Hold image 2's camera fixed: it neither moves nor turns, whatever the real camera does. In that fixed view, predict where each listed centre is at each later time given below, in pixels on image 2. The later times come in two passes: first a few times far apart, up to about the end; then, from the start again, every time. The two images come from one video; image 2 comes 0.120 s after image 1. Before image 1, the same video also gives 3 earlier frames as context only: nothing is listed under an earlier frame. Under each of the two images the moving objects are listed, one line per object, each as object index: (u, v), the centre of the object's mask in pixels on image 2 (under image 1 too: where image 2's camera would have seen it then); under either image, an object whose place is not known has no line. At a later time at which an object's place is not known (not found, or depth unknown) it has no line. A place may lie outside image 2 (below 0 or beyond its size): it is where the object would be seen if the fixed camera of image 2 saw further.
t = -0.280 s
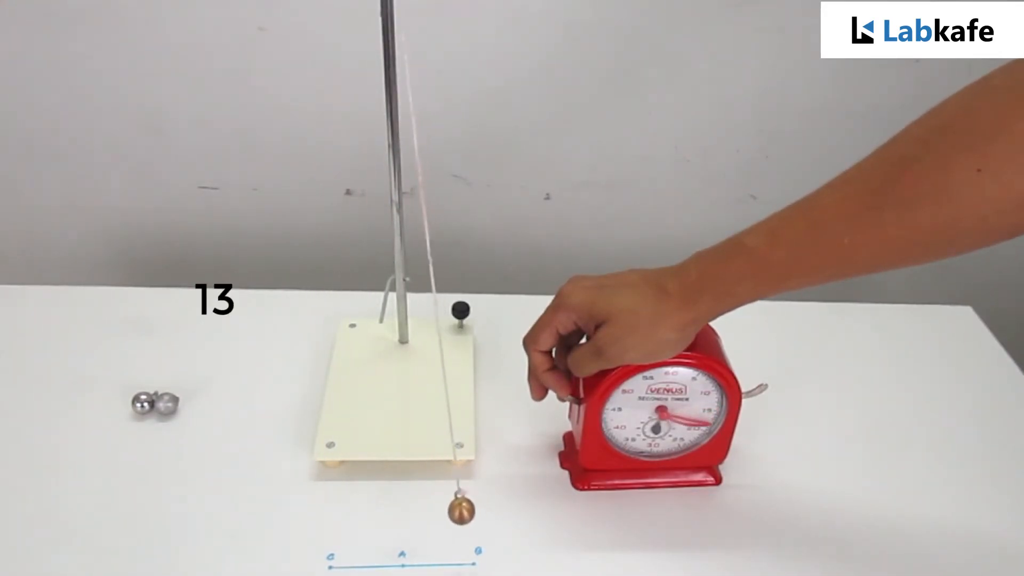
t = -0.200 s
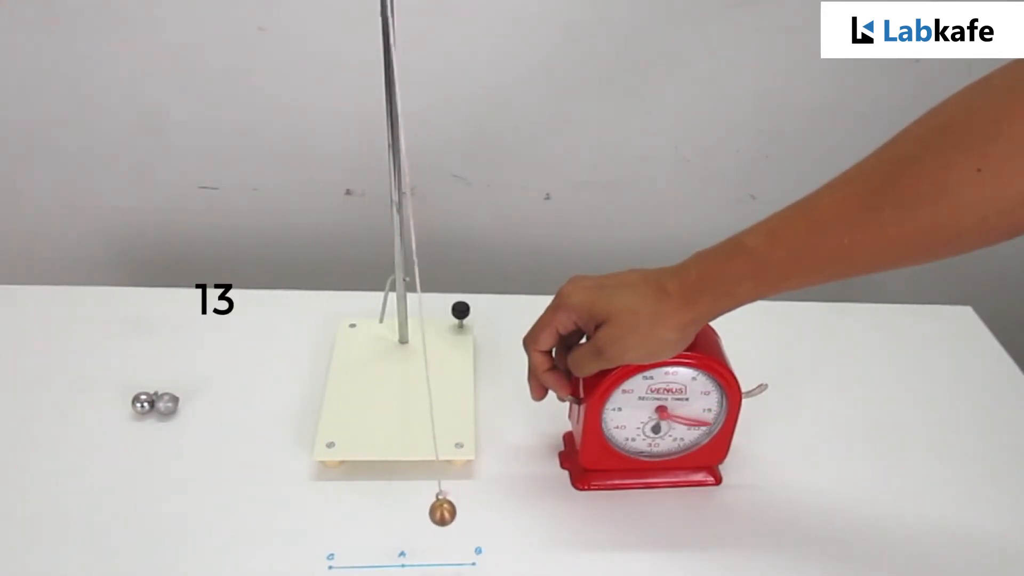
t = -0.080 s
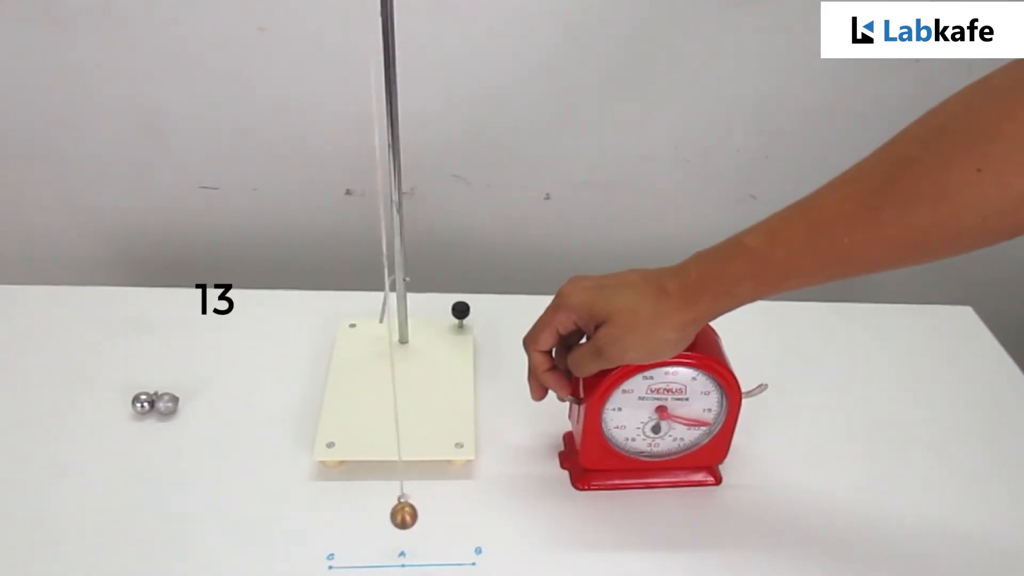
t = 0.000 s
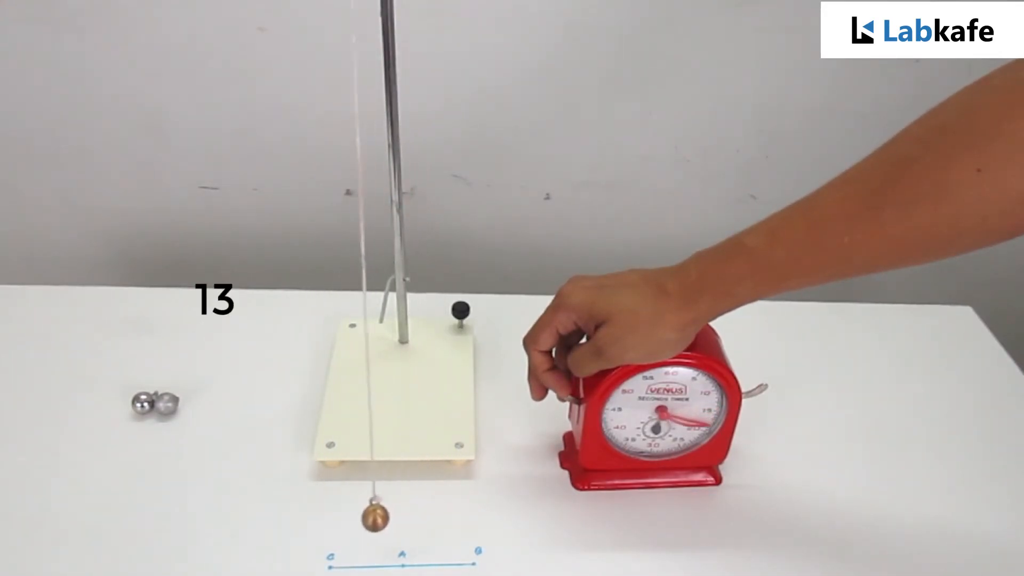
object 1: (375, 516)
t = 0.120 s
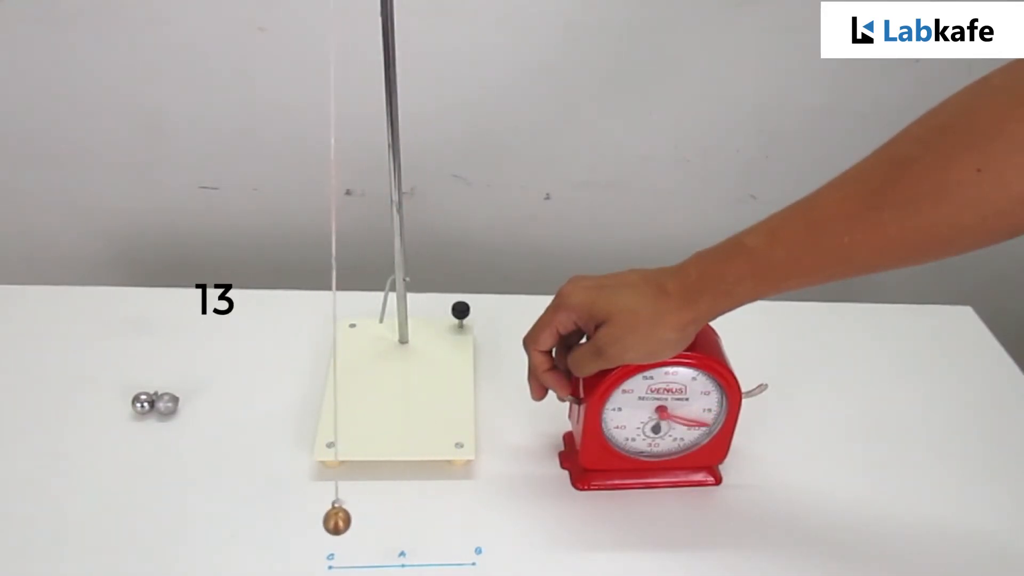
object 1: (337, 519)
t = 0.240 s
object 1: (313, 522)
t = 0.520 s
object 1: (342, 526)
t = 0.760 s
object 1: (424, 520)
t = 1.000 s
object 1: (473, 510)
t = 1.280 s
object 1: (429, 511)
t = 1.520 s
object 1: (347, 518)
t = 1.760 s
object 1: (310, 524)
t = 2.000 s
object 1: (357, 526)
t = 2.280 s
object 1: (449, 516)
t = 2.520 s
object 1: (470, 509)
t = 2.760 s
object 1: (414, 513)
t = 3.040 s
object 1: (326, 521)
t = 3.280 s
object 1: (318, 526)
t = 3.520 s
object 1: (386, 524)
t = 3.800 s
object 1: (466, 512)
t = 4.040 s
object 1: (457, 509)
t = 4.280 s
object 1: (384, 515)
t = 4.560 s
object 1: (313, 523)
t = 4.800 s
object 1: (337, 526)
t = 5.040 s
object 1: (416, 521)
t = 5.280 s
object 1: (470, 511)
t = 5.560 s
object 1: (435, 511)
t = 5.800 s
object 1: (356, 518)
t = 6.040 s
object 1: (312, 524)
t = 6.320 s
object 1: (362, 526)
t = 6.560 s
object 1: (442, 517)
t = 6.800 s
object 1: (470, 509)
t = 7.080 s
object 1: (408, 513)
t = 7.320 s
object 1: (332, 521)
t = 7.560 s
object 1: (316, 526)
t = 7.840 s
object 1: (392, 524)
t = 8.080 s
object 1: (461, 513)
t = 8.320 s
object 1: (461, 509)
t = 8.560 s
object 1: (393, 515)
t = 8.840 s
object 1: (317, 523)
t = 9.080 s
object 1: (332, 526)
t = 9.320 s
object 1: (407, 522)
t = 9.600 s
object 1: (470, 510)
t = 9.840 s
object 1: (441, 510)
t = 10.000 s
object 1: (391, 515)
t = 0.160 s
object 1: (327, 520)
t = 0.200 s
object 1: (319, 521)
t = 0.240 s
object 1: (313, 522)
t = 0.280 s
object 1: (310, 523)
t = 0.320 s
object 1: (309, 523)
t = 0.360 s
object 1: (311, 524)
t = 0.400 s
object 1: (316, 525)
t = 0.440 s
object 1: (322, 526)
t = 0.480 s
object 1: (331, 526)
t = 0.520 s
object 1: (342, 526)
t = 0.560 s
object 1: (355, 526)
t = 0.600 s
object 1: (368, 525)
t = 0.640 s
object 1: (382, 524)
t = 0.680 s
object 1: (397, 523)
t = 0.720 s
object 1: (411, 522)
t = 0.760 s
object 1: (424, 520)
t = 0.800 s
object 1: (437, 518)
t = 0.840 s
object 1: (448, 516)
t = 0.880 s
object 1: (457, 514)
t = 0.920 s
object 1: (465, 513)
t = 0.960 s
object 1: (470, 511)
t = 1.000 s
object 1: (473, 510)
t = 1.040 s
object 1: (473, 509)
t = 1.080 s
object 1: (471, 509)
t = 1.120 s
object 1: (467, 509)
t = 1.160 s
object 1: (460, 509)
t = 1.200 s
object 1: (451, 510)
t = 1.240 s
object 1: (441, 511)
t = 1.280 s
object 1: (429, 511)
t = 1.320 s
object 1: (416, 513)
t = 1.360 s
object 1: (402, 514)
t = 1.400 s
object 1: (388, 515)
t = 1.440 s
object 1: (374, 516)
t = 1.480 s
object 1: (360, 517)
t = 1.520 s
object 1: (347, 518)
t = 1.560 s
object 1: (336, 519)
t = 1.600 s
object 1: (326, 520)
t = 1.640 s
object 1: (319, 521)
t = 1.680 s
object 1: (313, 522)
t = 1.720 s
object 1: (310, 523)
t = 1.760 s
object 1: (310, 524)
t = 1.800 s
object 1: (312, 525)
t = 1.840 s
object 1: (317, 525)
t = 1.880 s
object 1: (324, 526)
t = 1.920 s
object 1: (333, 526)
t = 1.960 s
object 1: (344, 526)
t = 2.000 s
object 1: (357, 526)
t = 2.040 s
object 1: (370, 525)
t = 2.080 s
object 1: (384, 524)
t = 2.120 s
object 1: (399, 523)
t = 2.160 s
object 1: (413, 522)
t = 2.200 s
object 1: (426, 520)
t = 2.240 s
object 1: (438, 518)
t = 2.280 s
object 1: (449, 516)
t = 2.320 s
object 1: (458, 514)
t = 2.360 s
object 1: (465, 512)
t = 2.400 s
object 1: (470, 511)
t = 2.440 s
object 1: (472, 510)
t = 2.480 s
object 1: (472, 509)
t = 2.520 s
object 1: (470, 509)
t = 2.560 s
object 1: (465, 509)
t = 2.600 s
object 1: (458, 509)
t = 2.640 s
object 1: (450, 510)
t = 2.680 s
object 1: (439, 510)
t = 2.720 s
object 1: (427, 512)
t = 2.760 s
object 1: (414, 513)
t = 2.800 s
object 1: (400, 514)
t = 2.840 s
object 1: (386, 515)
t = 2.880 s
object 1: (372, 516)
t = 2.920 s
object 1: (359, 518)
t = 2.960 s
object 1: (346, 519)
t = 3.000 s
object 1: (335, 520)
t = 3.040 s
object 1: (326, 521)
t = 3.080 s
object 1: (318, 522)
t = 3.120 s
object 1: (313, 522)
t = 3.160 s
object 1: (311, 523)
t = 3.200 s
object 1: (311, 524)
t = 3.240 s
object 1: (313, 525)
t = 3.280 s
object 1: (318, 526)
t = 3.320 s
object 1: (325, 526)
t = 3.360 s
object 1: (335, 526)
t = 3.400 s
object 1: (346, 526)
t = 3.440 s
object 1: (359, 526)
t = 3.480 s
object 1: (372, 525)
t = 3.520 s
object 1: (386, 524)
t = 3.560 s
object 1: (400, 523)
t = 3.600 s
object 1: (414, 521)
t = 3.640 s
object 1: (427, 519)
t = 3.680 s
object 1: (440, 518)
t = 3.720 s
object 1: (450, 515)
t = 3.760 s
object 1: (459, 514)
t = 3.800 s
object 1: (466, 512)
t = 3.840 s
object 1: (470, 511)
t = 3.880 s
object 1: (472, 510)
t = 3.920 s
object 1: (472, 509)
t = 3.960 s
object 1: (469, 509)
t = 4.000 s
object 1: (464, 508)
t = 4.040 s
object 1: (457, 509)
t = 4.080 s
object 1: (448, 510)
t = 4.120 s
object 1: (437, 511)
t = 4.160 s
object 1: (425, 512)
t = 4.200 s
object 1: (412, 513)
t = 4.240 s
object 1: (398, 514)
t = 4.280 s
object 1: (384, 515)
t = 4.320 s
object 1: (370, 517)
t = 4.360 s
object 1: (357, 518)
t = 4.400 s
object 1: (345, 519)
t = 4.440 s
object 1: (334, 520)
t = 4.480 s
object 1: (325, 521)
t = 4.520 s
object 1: (318, 522)
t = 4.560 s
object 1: (313, 523)
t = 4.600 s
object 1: (311, 524)
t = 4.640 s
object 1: (312, 524)
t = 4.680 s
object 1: (314, 525)
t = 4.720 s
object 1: (320, 526)
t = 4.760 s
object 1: (327, 526)
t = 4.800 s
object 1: (337, 526)
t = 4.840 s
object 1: (348, 526)
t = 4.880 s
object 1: (360, 526)
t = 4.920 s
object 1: (374, 525)
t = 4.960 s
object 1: (388, 524)
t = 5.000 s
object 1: (402, 523)
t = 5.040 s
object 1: (416, 521)
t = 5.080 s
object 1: (429, 520)
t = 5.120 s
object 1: (441, 517)
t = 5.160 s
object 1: (451, 515)
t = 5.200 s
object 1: (459, 514)
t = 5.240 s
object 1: (466, 512)
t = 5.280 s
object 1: (470, 511)
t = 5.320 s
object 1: (472, 510)
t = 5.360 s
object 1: (471, 509)
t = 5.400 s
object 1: (468, 508)
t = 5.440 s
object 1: (463, 509)
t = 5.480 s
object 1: (456, 509)
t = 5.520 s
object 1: (446, 510)
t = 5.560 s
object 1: (435, 511)
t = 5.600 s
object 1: (423, 512)
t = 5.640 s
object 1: (410, 513)
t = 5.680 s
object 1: (396, 514)
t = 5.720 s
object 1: (383, 515)
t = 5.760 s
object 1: (369, 517)
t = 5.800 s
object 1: (356, 518)
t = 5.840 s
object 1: (344, 519)
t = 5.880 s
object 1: (333, 520)
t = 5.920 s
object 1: (324, 521)
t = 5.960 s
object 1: (318, 522)
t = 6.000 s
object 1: (313, 523)
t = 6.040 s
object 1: (312, 524)
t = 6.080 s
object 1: (312, 525)
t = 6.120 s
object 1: (315, 525)
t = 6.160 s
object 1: (321, 526)
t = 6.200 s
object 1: (329, 526)
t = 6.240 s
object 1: (338, 527)
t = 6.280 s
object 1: (350, 526)
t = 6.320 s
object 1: (362, 526)
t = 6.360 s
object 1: (376, 525)
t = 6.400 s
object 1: (390, 524)
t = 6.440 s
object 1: (404, 522)
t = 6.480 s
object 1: (418, 521)
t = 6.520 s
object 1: (430, 519)
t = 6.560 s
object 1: (442, 517)
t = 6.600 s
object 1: (452, 515)
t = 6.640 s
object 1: (460, 513)
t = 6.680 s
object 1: (466, 512)
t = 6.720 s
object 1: (470, 510)
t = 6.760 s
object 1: (471, 509)
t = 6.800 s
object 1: (470, 509)
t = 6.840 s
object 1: (467, 509)
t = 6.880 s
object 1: (462, 509)
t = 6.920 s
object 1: (454, 509)
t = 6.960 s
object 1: (445, 510)
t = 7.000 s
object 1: (434, 511)
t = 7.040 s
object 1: (421, 512)
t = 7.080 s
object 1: (408, 513)
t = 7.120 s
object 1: (395, 514)
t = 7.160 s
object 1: (381, 516)
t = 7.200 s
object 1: (367, 517)
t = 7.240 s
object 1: (354, 518)
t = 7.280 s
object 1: (343, 519)
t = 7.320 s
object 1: (332, 521)
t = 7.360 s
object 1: (324, 522)
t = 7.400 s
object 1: (317, 523)
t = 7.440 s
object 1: (313, 524)
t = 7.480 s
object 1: (312, 524)
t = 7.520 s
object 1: (313, 525)
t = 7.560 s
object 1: (316, 526)
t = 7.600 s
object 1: (322, 527)
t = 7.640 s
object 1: (330, 527)
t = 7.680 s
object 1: (340, 527)
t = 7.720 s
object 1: (352, 526)
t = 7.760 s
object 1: (364, 526)
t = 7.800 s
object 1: (378, 525)
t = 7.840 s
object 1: (392, 524)
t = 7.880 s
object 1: (406, 522)
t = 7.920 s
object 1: (419, 521)
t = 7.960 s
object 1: (432, 519)
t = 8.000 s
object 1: (443, 517)
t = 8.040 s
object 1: (453, 515)
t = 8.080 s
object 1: (461, 513)
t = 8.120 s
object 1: (466, 511)
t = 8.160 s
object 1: (470, 510)
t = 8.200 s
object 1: (471, 509)
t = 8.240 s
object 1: (470, 509)
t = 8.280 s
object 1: (466, 508)
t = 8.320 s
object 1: (461, 509)
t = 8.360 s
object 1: (453, 509)
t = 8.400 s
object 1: (443, 510)
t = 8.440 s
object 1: (432, 511)
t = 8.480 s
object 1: (420, 512)
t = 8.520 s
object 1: (406, 513)
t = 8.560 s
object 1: (393, 515)
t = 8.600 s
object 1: (379, 516)
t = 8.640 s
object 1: (366, 517)
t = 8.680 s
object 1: (353, 518)
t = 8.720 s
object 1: (341, 520)
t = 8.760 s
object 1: (331, 521)
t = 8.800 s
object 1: (323, 522)
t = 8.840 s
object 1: (317, 523)
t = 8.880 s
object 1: (314, 524)
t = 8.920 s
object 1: (312, 525)
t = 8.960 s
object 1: (314, 525)
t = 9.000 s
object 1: (317, 526)
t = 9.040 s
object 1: (323, 526)
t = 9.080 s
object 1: (332, 526)
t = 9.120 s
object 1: (342, 527)
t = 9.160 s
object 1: (353, 526)
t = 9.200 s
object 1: (366, 526)
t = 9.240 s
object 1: (380, 525)
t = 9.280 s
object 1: (394, 523)
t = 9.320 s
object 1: (407, 522)
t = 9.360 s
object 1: (421, 520)
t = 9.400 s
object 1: (433, 518)
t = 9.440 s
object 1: (444, 516)
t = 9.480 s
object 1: (454, 514)
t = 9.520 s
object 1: (461, 513)
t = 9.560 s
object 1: (466, 511)
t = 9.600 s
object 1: (470, 510)
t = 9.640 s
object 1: (470, 509)
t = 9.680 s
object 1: (469, 508)
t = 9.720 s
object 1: (465, 508)
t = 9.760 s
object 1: (459, 508)
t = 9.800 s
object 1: (451, 509)
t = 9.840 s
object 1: (441, 510)
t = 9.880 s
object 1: (430, 511)
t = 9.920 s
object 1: (418, 512)
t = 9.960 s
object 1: (405, 514)
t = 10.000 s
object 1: (391, 515)
